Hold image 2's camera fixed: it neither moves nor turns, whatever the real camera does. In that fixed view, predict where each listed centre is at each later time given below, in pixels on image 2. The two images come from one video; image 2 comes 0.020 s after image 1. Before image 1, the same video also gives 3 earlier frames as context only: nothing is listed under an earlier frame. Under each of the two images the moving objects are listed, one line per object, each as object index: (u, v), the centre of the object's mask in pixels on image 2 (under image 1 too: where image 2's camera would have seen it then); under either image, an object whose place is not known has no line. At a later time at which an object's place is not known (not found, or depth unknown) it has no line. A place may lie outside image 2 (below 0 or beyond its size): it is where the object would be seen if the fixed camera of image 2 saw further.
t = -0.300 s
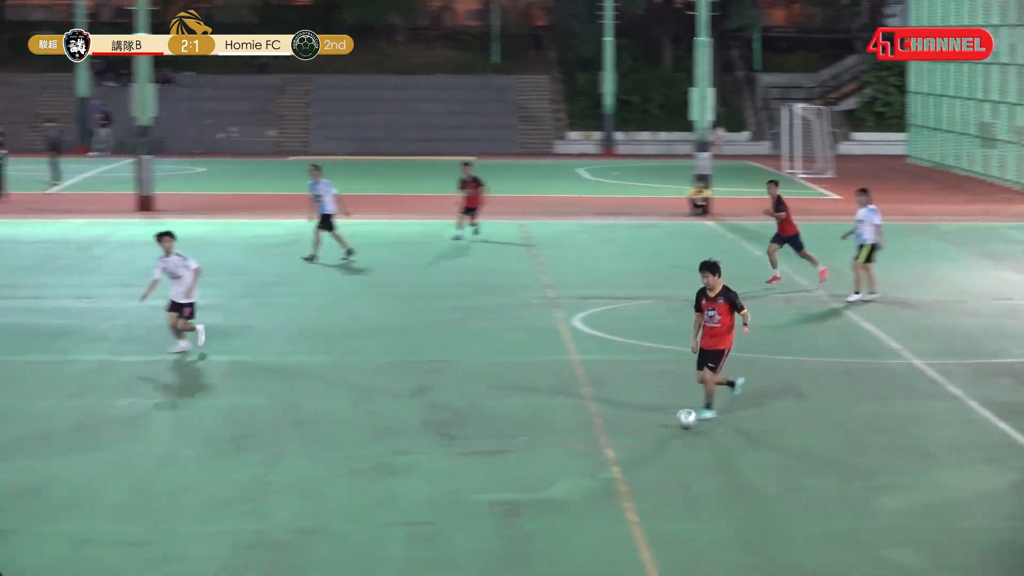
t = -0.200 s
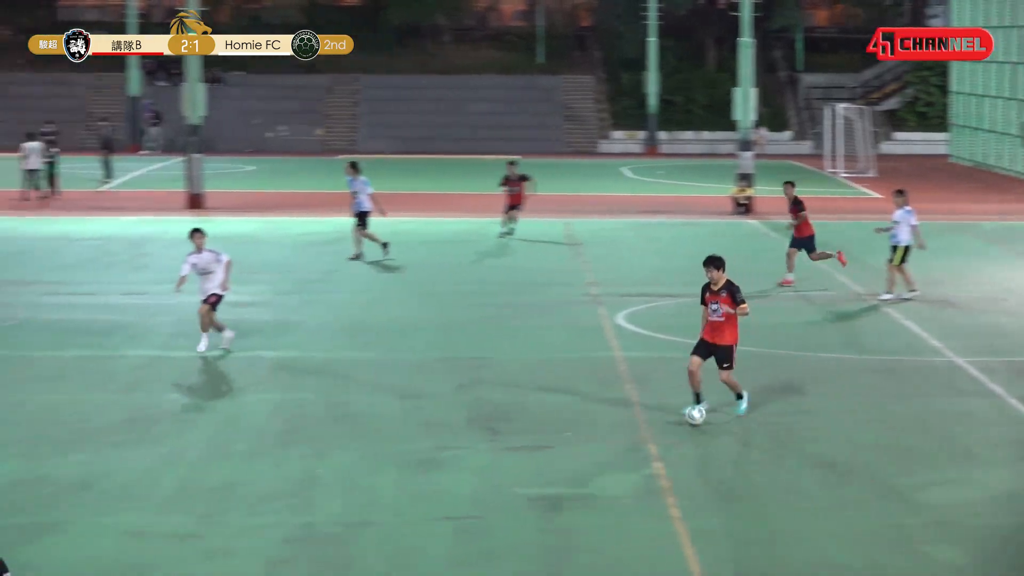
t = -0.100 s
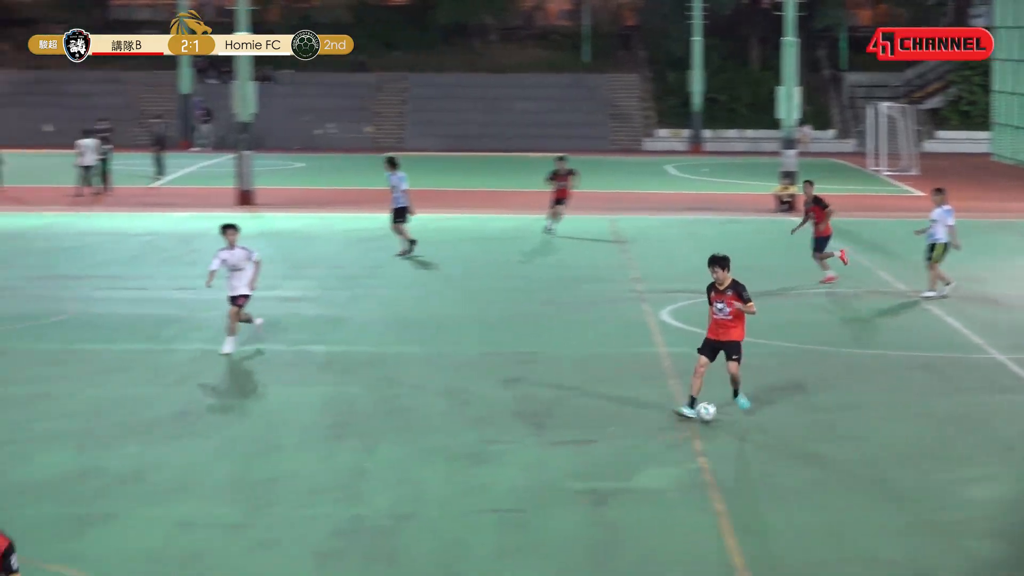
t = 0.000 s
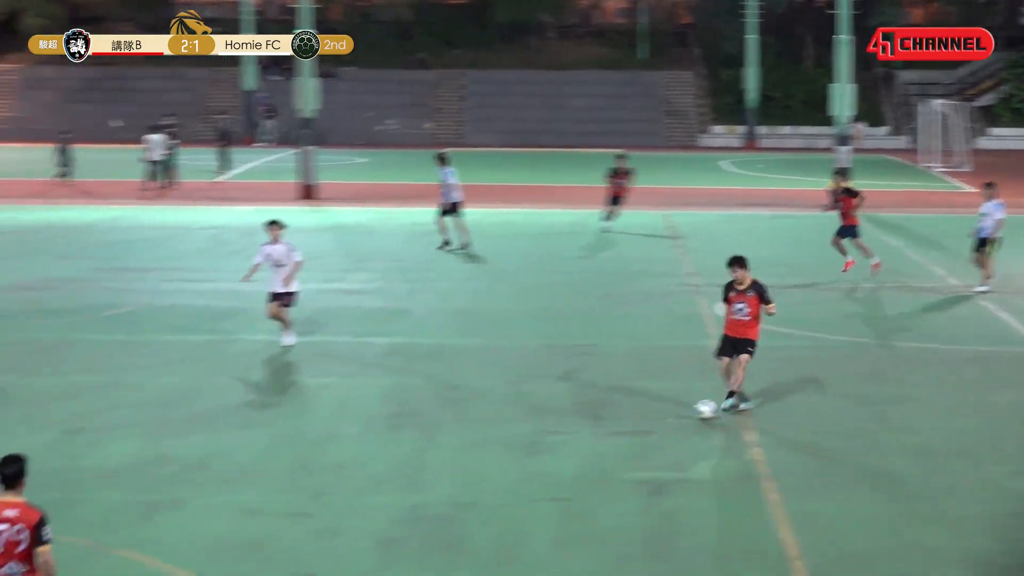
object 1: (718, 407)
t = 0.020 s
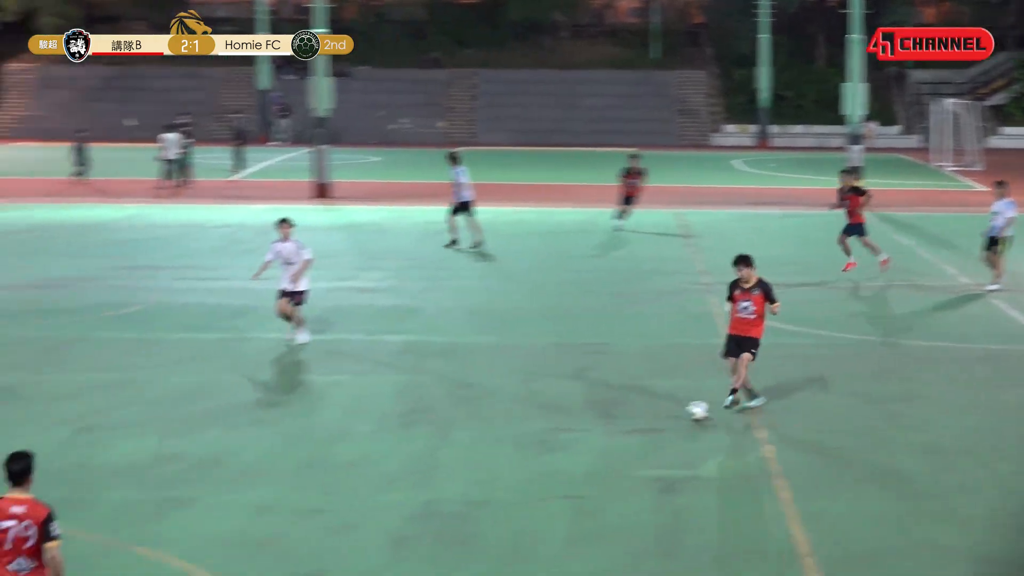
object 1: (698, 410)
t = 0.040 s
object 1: (679, 413)
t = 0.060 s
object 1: (662, 415)
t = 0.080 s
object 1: (643, 418)
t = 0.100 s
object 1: (625, 421)
